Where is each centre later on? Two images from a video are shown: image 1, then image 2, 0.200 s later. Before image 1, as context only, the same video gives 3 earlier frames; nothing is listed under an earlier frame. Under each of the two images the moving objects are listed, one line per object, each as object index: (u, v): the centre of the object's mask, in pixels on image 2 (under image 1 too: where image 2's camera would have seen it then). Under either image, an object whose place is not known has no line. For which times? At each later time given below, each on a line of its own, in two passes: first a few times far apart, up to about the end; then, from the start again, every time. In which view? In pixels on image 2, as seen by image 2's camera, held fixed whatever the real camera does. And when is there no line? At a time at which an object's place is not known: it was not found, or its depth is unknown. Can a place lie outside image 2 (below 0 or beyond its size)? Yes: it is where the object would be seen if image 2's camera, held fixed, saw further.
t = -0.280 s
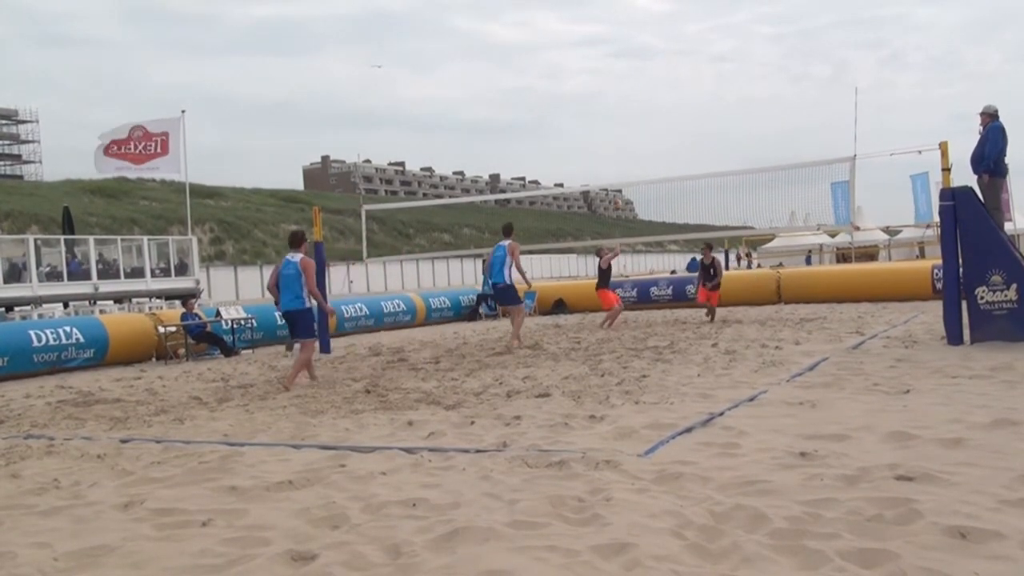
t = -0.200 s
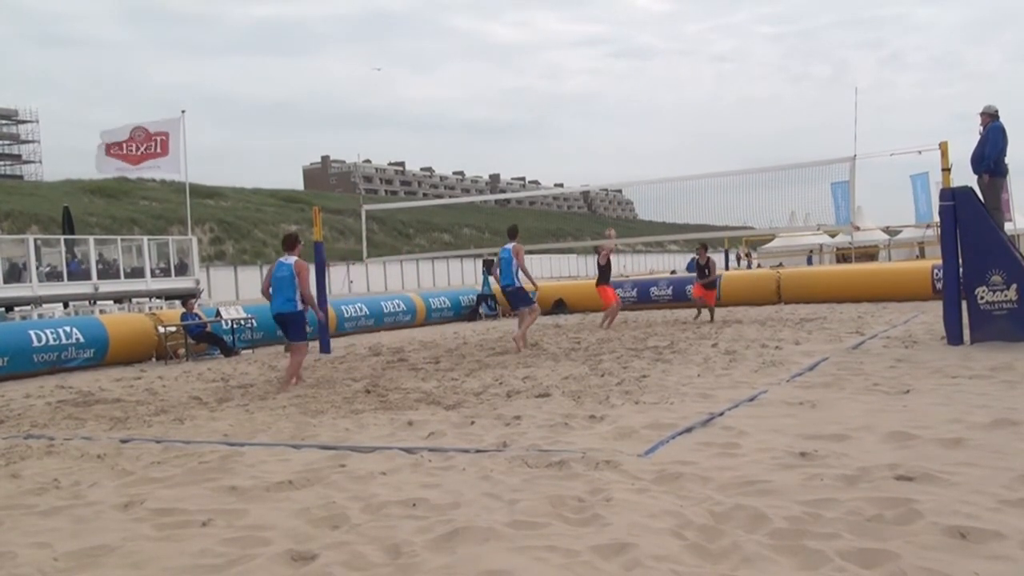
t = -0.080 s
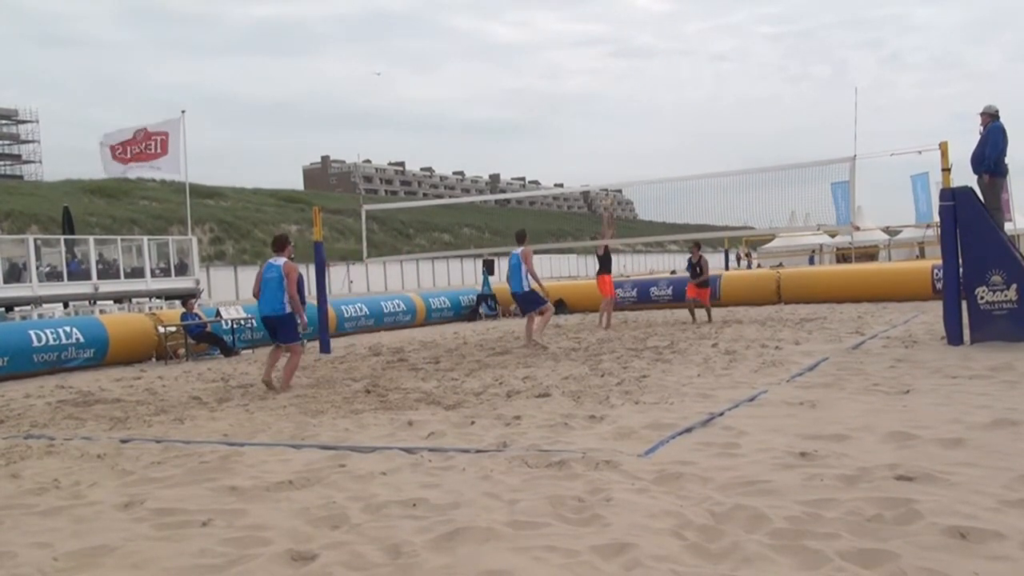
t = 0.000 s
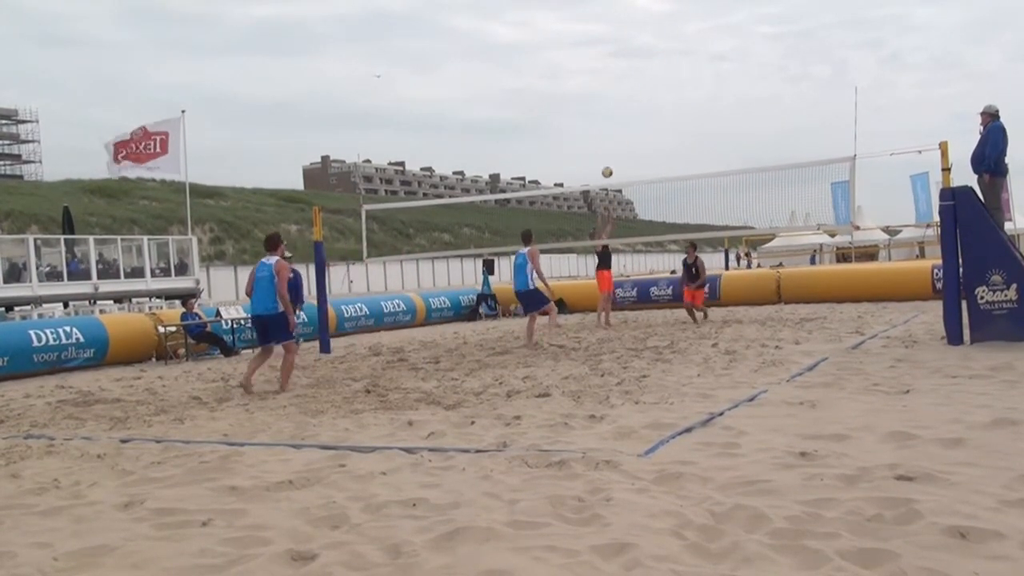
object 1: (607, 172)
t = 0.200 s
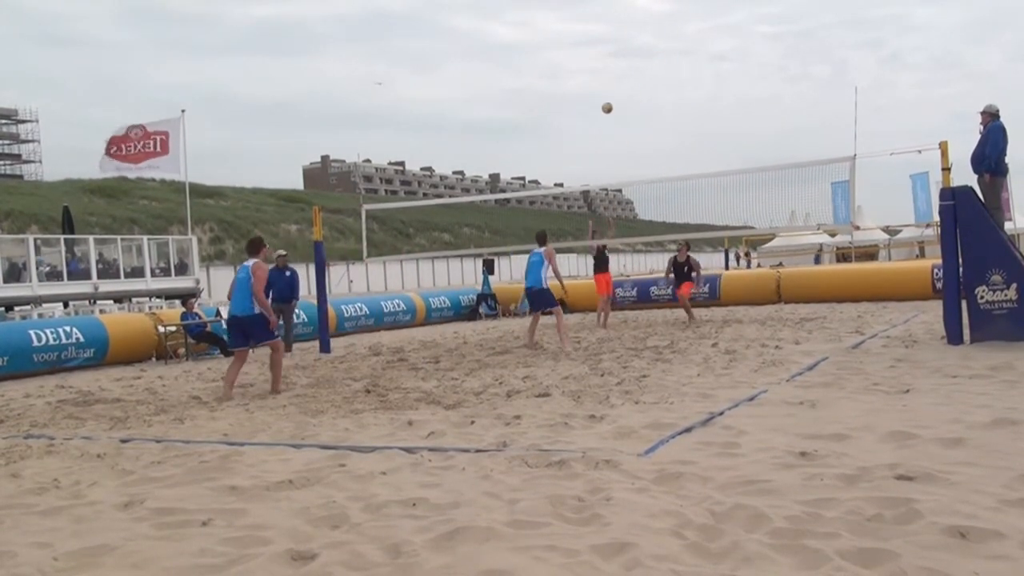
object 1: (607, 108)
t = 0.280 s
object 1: (606, 88)
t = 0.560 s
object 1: (603, 46)
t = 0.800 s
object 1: (598, 45)
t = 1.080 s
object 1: (591, 85)
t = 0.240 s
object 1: (607, 97)
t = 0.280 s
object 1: (606, 88)
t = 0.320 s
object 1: (606, 79)
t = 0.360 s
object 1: (606, 71)
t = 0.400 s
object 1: (605, 64)
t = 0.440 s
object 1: (605, 58)
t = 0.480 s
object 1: (605, 54)
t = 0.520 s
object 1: (604, 49)
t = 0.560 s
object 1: (603, 46)
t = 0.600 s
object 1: (602, 43)
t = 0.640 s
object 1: (602, 42)
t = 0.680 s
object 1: (601, 41)
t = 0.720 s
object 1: (600, 41)
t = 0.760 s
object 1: (599, 42)
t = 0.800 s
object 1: (598, 45)
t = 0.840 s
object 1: (597, 47)
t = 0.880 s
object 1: (596, 51)
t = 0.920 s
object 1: (595, 56)
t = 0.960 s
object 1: (594, 62)
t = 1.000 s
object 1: (593, 68)
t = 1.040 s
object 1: (592, 76)
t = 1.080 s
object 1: (591, 85)
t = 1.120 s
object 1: (589, 95)
